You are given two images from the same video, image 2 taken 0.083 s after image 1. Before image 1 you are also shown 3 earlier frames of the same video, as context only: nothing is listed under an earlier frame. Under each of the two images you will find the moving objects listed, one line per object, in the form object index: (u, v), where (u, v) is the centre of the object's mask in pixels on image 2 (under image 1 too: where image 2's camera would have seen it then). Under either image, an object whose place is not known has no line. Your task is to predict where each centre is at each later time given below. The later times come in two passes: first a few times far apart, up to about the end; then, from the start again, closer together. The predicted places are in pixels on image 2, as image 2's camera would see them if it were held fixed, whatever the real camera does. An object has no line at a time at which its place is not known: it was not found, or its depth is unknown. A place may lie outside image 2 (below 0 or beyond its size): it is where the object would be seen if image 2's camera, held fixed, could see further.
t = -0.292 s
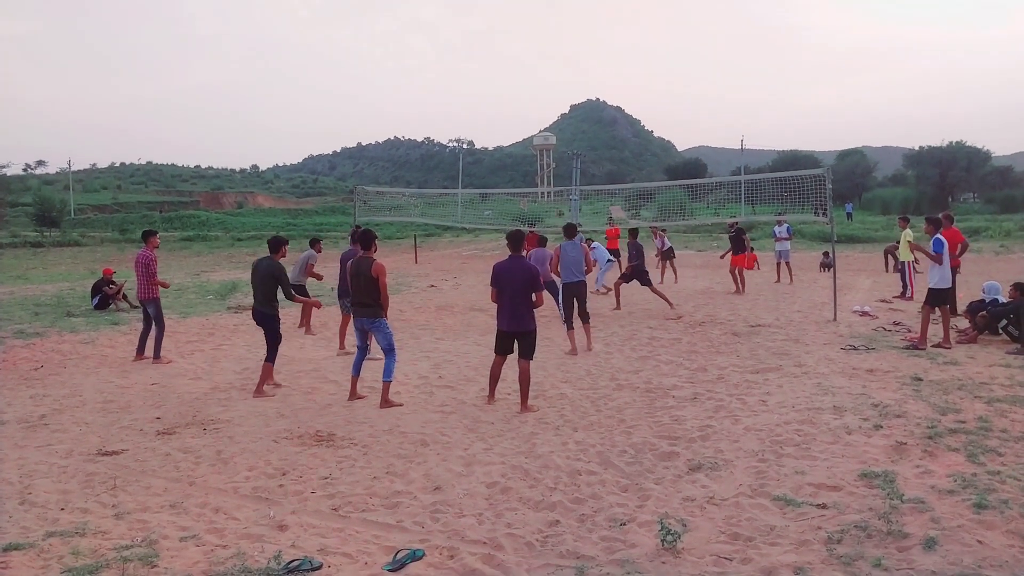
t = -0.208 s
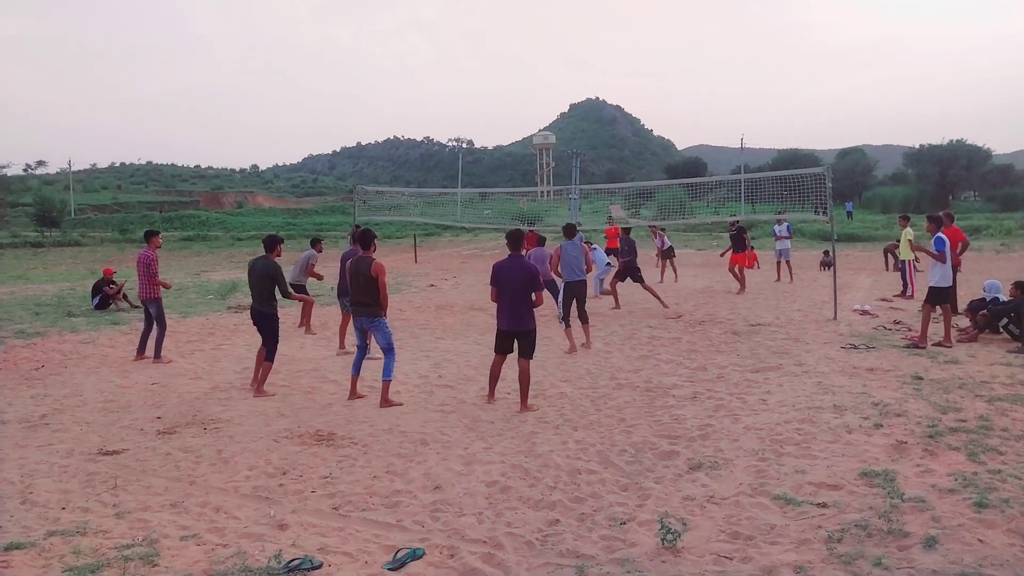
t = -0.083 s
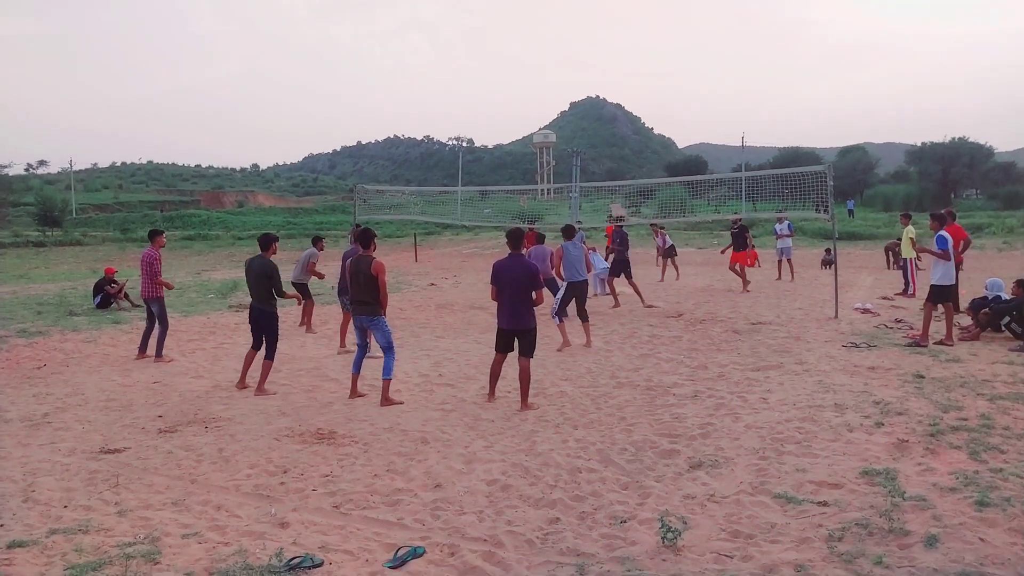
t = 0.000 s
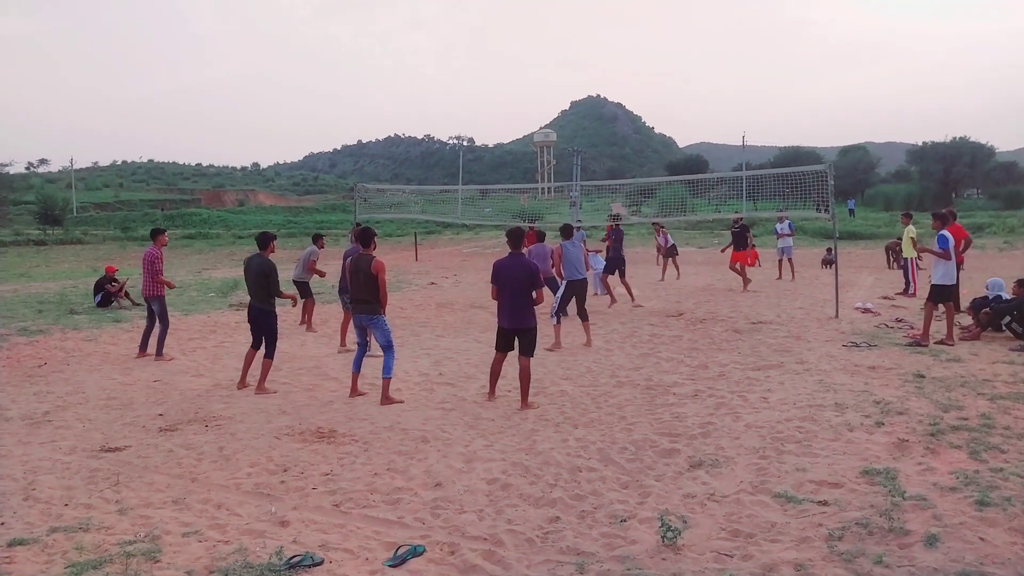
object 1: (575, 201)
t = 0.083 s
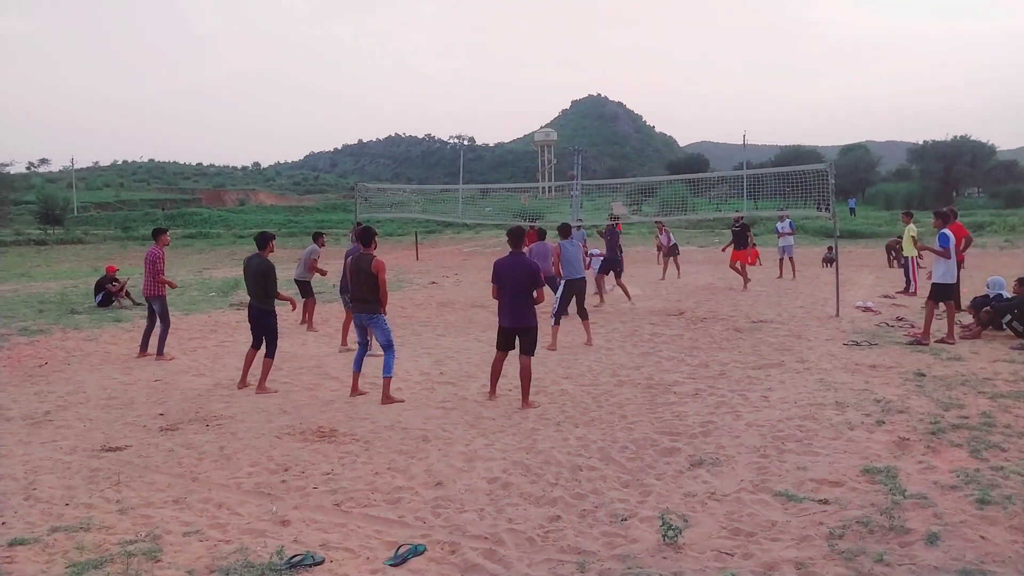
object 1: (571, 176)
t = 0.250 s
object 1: (568, 131)
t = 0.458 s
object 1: (566, 88)
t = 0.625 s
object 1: (564, 67)
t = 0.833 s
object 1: (559, 62)
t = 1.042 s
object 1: (554, 85)
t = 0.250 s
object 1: (568, 131)
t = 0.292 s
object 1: (568, 122)
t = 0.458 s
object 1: (566, 88)
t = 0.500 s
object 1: (566, 81)
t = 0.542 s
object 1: (565, 76)
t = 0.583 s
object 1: (565, 71)
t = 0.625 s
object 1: (564, 67)
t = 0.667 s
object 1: (563, 64)
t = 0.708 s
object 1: (562, 62)
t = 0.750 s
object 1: (561, 61)
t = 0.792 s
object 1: (560, 61)
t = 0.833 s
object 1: (559, 62)
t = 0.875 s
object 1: (558, 64)
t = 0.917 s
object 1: (557, 68)
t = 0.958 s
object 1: (556, 72)
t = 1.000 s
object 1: (554, 78)
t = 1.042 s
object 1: (554, 85)
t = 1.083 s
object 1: (552, 93)
